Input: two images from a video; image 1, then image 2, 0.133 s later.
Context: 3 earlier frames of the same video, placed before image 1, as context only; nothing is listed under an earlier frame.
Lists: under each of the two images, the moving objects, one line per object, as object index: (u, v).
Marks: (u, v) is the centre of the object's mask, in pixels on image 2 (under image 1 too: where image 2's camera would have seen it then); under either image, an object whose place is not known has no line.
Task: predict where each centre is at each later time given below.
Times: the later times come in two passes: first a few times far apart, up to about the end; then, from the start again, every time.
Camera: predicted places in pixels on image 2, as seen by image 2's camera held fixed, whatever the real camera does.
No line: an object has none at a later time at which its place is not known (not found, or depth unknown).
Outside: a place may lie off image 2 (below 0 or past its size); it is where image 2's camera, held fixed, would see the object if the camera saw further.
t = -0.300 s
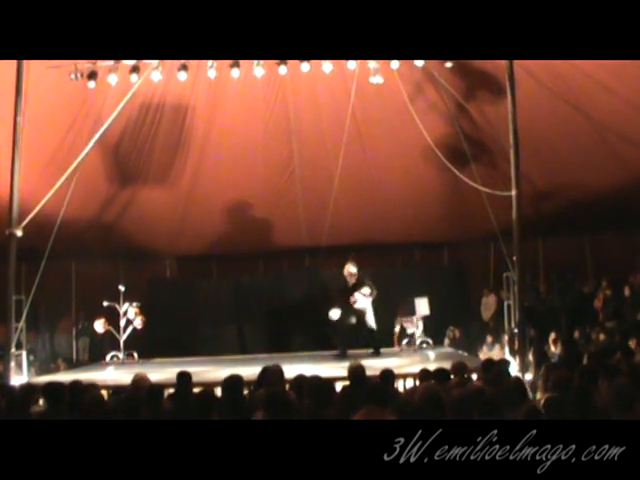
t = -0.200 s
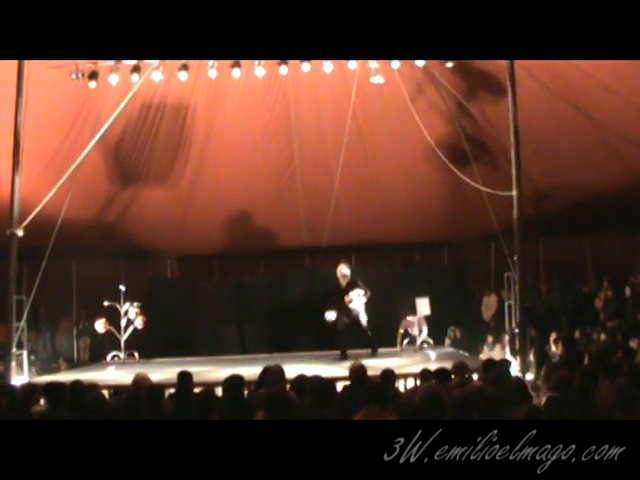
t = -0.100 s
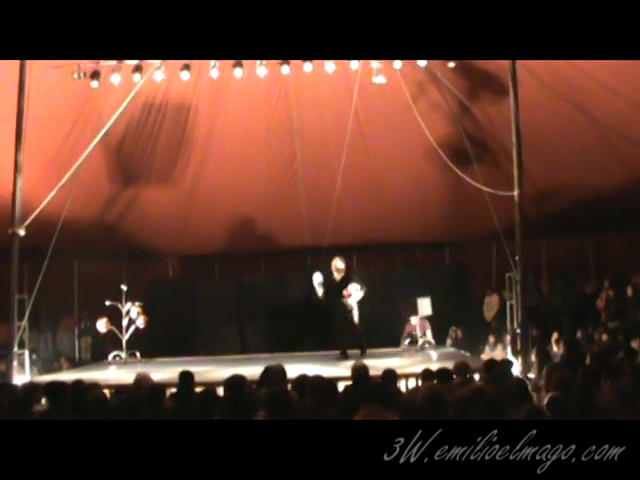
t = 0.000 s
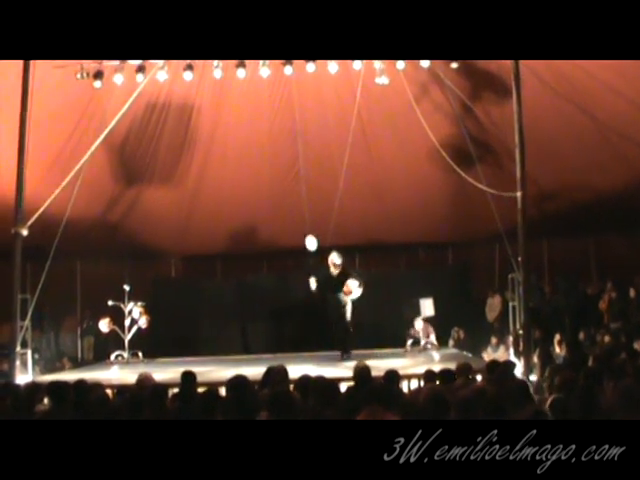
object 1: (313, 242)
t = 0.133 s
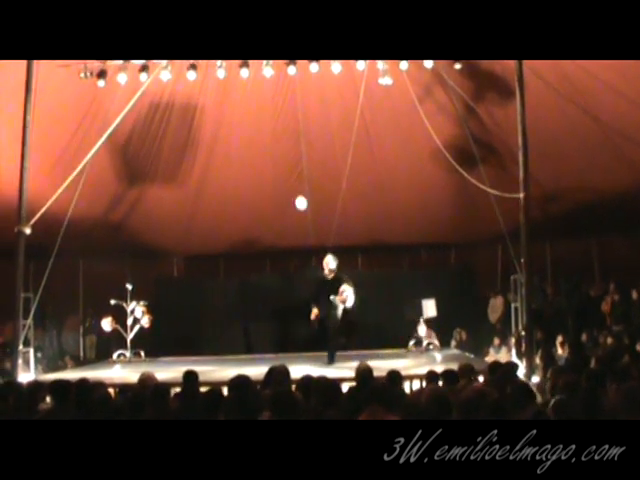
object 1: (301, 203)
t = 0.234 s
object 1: (292, 180)
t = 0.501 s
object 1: (267, 150)
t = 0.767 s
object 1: (241, 168)
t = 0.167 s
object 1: (298, 194)
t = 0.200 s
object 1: (295, 187)
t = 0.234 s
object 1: (292, 180)
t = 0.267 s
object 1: (289, 174)
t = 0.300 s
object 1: (286, 168)
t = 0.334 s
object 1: (283, 163)
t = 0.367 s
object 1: (280, 159)
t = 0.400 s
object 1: (276, 156)
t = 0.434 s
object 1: (273, 153)
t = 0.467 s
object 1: (270, 151)
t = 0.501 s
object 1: (267, 150)
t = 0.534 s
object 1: (264, 149)
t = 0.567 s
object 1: (260, 150)
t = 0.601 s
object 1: (257, 151)
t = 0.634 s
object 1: (254, 153)
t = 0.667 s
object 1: (251, 155)
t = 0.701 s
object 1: (248, 159)
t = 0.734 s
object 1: (244, 163)
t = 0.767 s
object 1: (241, 168)
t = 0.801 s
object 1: (237, 174)
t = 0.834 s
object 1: (234, 181)
